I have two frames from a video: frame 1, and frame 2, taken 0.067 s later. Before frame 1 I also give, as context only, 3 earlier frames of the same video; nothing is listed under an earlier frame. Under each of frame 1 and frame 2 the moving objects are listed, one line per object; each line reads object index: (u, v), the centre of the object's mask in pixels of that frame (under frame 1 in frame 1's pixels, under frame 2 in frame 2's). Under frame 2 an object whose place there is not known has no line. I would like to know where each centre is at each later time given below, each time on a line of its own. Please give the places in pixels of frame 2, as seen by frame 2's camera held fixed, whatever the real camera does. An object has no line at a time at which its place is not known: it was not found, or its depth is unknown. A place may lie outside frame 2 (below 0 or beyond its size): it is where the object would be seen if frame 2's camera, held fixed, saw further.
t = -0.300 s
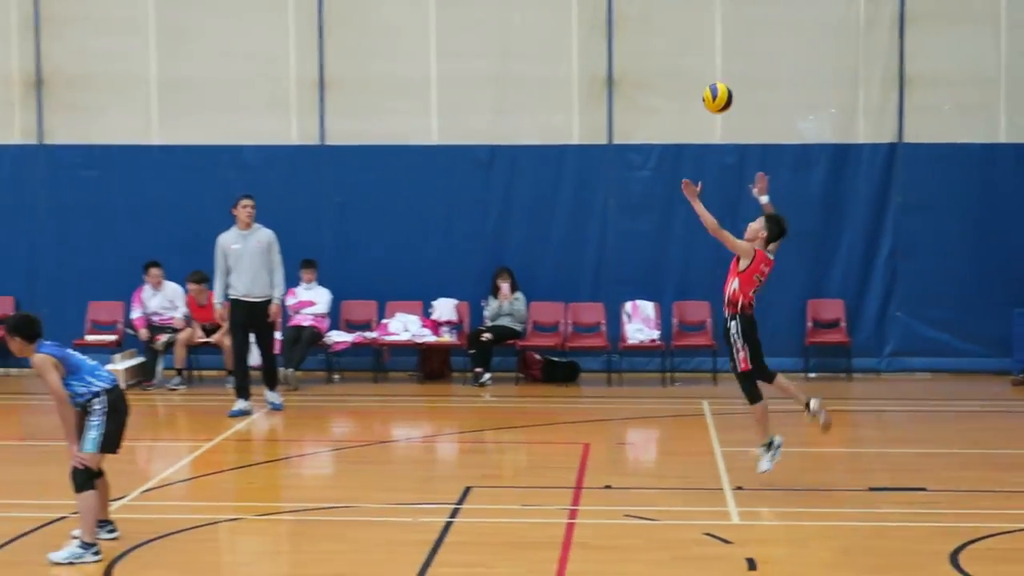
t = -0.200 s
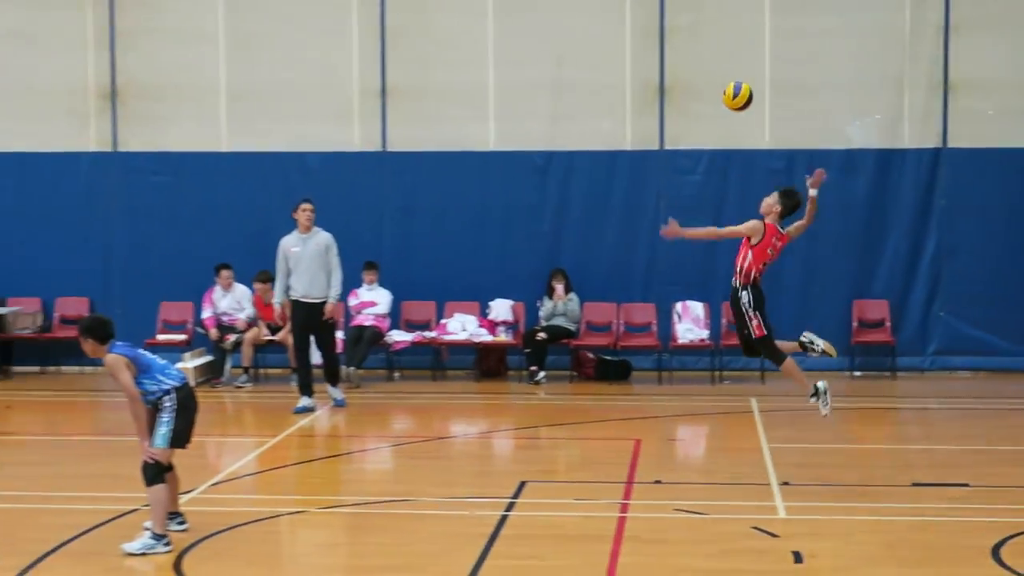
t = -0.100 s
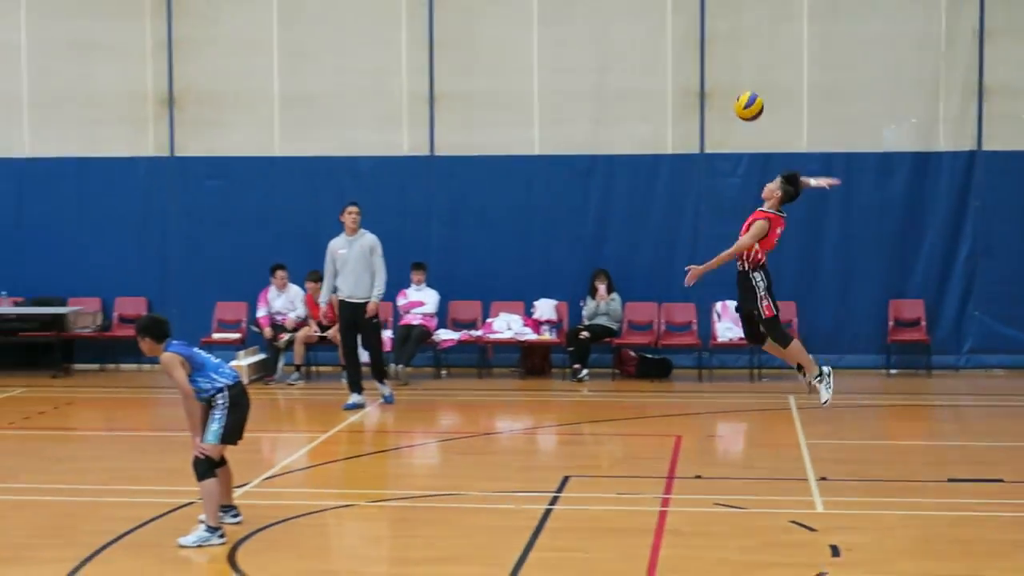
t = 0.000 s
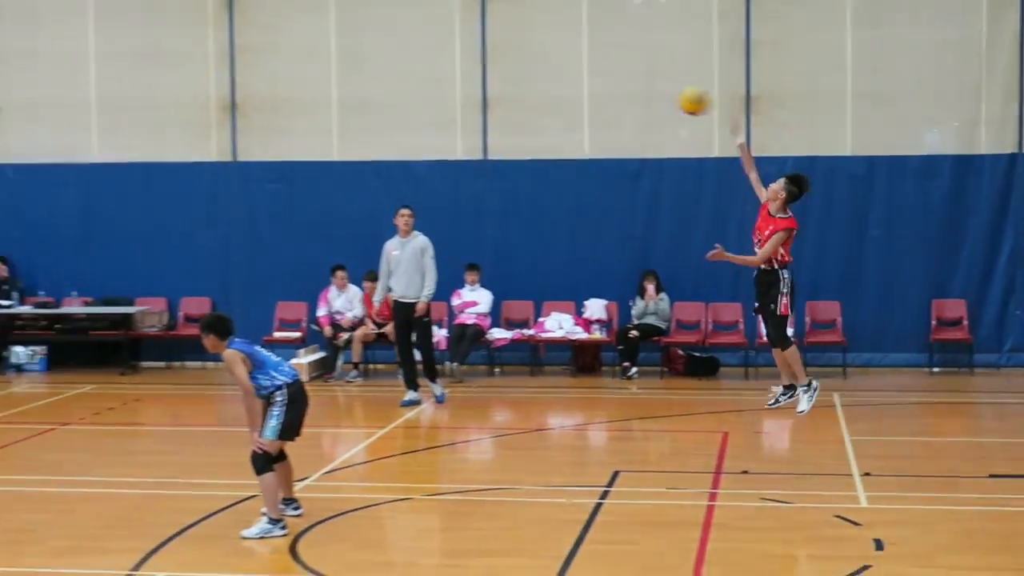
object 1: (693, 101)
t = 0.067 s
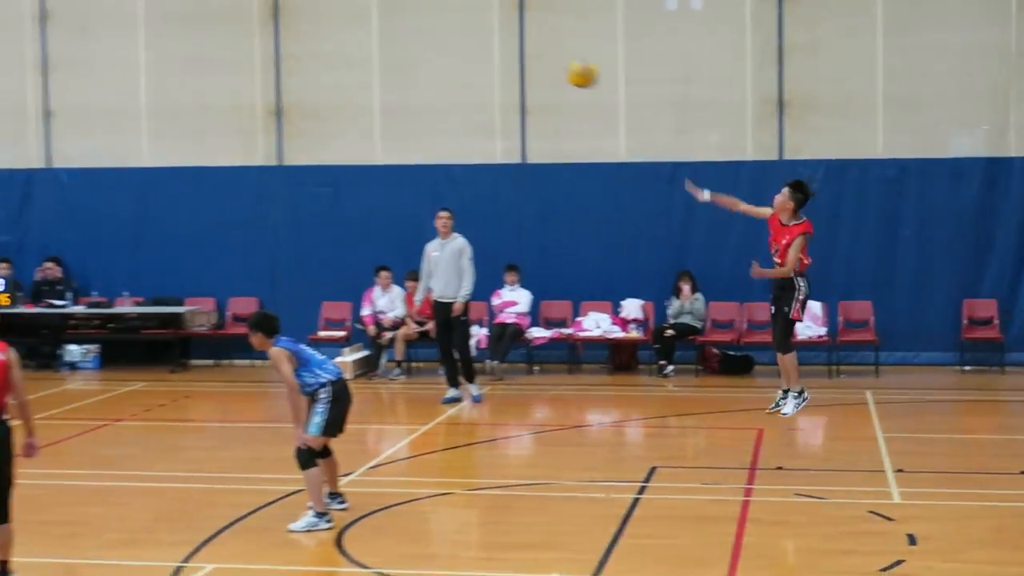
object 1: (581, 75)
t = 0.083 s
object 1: (546, 68)
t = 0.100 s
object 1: (510, 60)
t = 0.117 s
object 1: (474, 53)
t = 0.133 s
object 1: (438, 46)
